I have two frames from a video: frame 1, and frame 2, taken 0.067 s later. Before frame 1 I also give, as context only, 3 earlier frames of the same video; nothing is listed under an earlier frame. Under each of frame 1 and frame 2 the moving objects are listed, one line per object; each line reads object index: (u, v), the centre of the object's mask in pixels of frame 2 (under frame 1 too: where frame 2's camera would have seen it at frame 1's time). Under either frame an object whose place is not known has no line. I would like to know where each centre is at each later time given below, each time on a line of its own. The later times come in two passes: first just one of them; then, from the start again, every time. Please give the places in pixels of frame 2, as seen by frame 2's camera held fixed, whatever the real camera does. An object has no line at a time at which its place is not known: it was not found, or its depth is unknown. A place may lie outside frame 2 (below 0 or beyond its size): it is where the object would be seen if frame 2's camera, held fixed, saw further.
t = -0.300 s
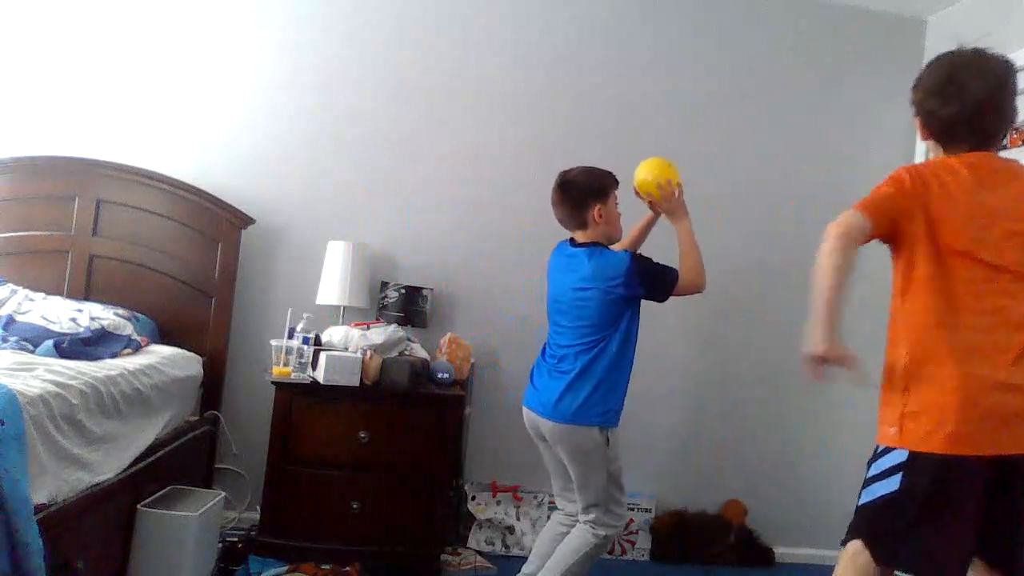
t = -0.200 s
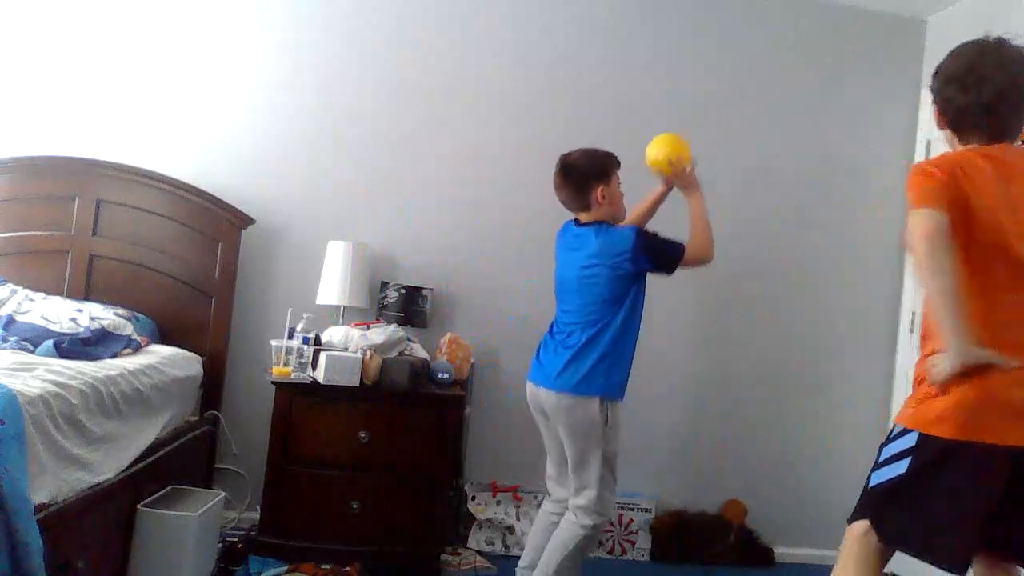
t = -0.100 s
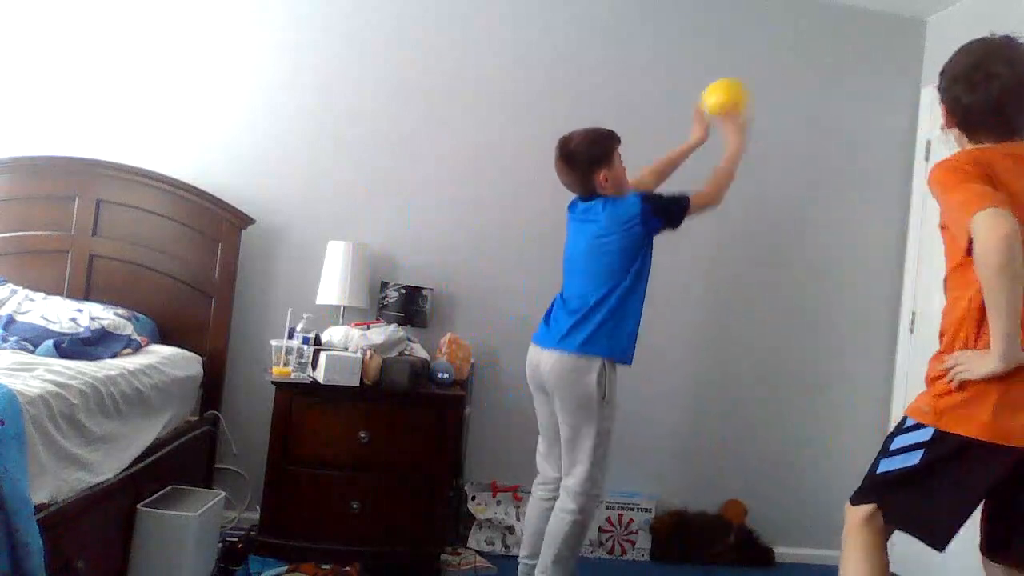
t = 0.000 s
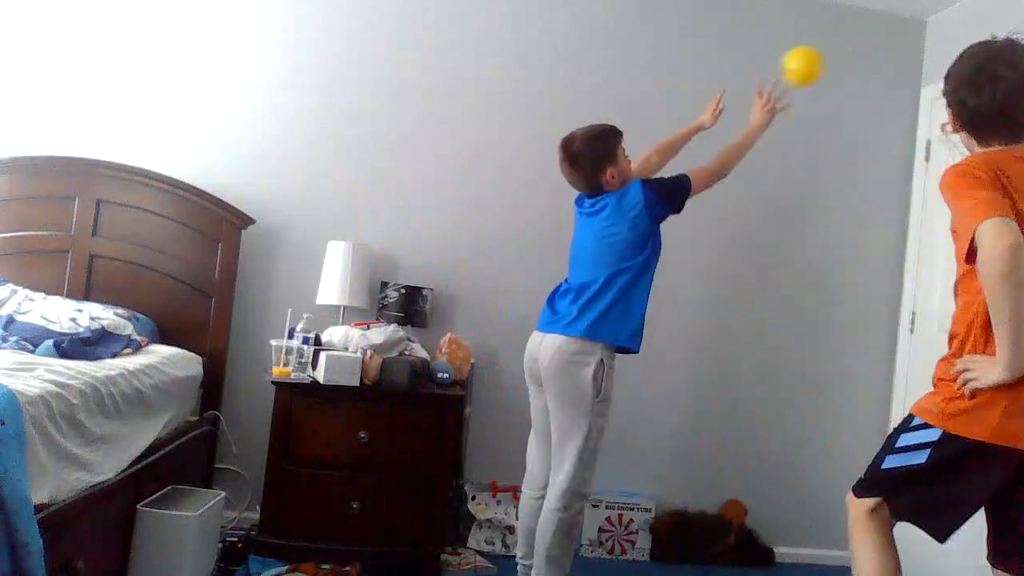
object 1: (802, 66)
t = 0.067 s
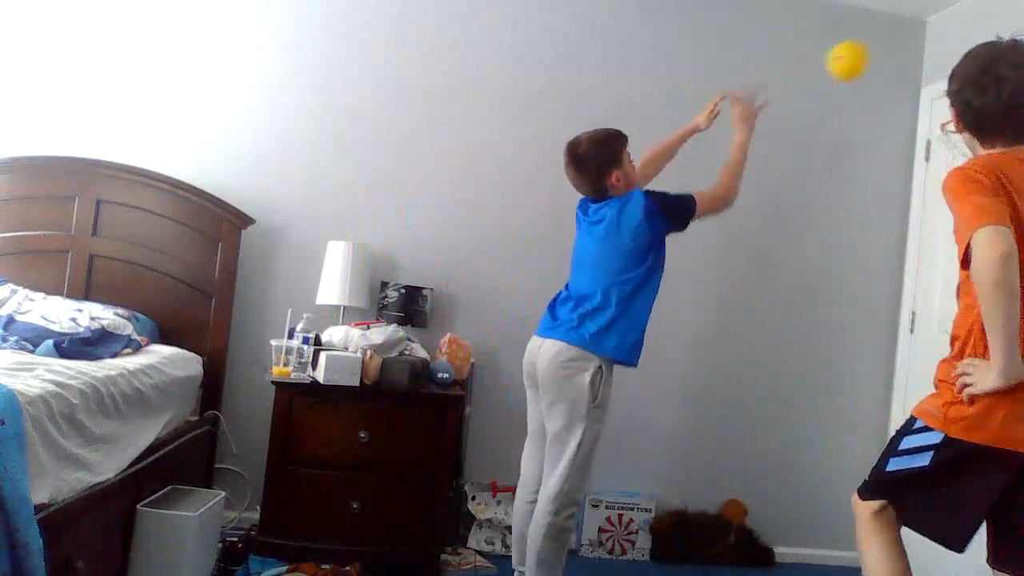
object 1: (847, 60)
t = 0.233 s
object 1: (938, 96)
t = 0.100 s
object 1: (868, 62)
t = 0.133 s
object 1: (887, 66)
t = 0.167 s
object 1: (905, 73)
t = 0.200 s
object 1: (923, 82)
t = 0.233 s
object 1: (938, 96)
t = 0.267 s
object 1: (948, 109)
